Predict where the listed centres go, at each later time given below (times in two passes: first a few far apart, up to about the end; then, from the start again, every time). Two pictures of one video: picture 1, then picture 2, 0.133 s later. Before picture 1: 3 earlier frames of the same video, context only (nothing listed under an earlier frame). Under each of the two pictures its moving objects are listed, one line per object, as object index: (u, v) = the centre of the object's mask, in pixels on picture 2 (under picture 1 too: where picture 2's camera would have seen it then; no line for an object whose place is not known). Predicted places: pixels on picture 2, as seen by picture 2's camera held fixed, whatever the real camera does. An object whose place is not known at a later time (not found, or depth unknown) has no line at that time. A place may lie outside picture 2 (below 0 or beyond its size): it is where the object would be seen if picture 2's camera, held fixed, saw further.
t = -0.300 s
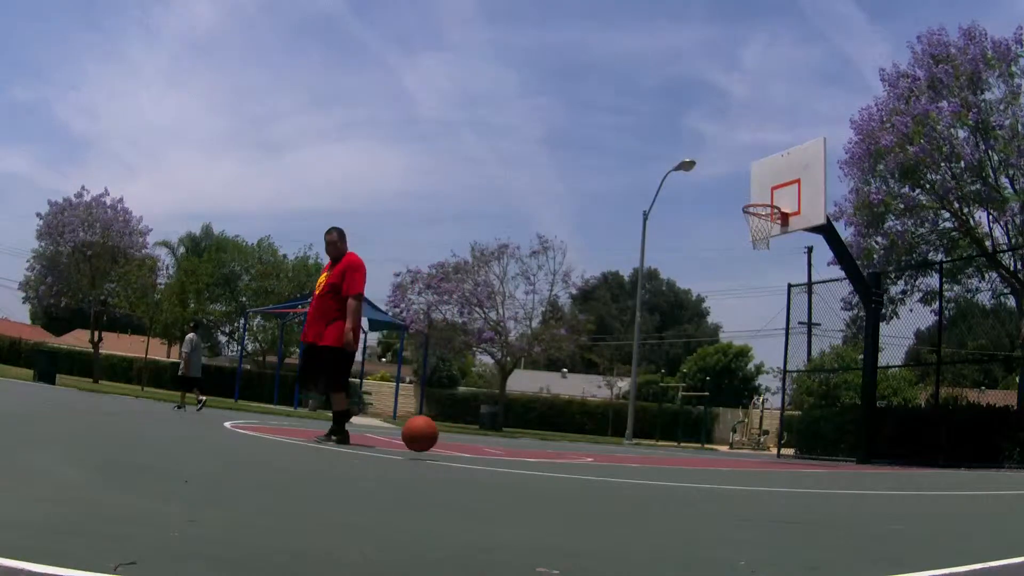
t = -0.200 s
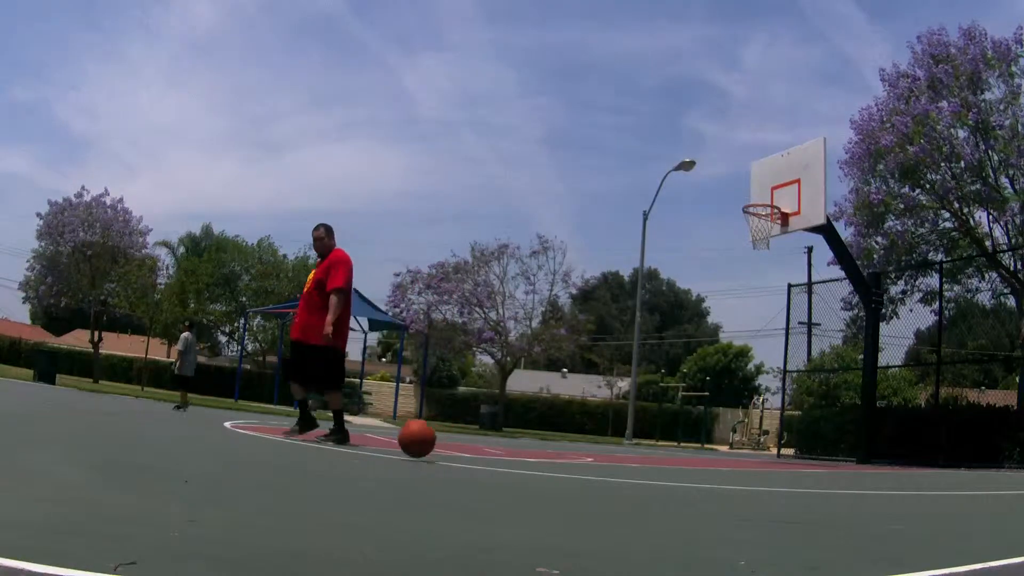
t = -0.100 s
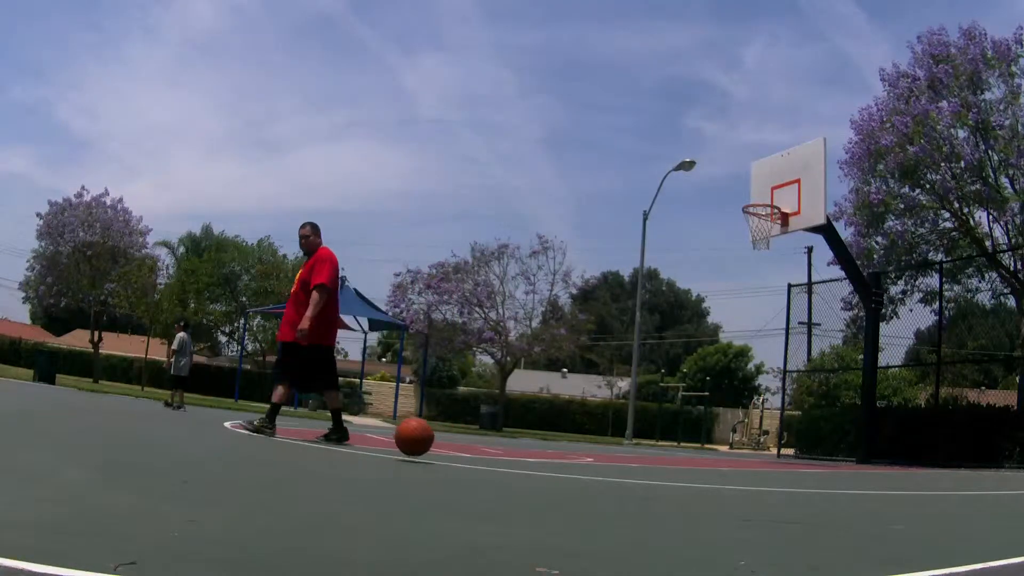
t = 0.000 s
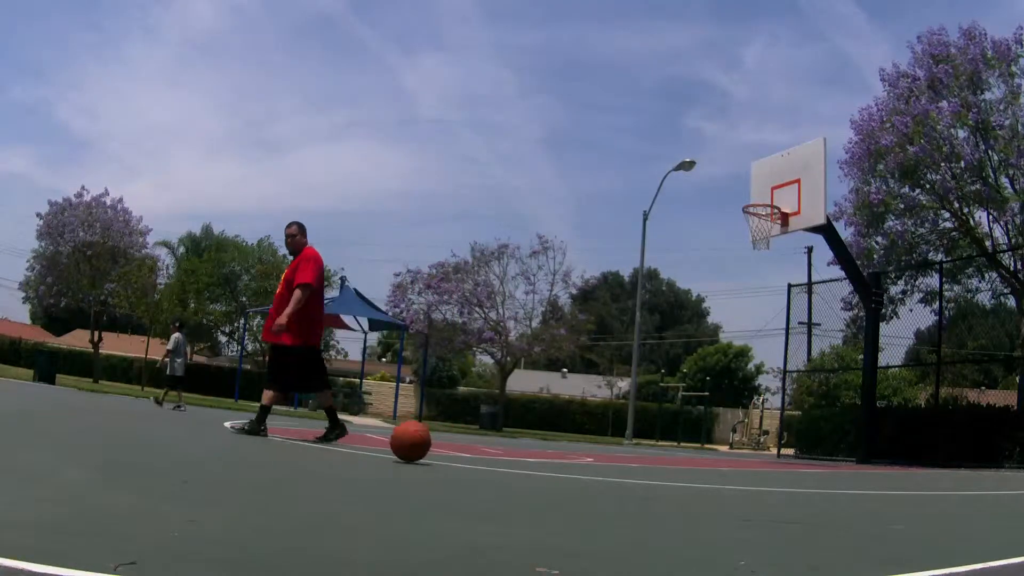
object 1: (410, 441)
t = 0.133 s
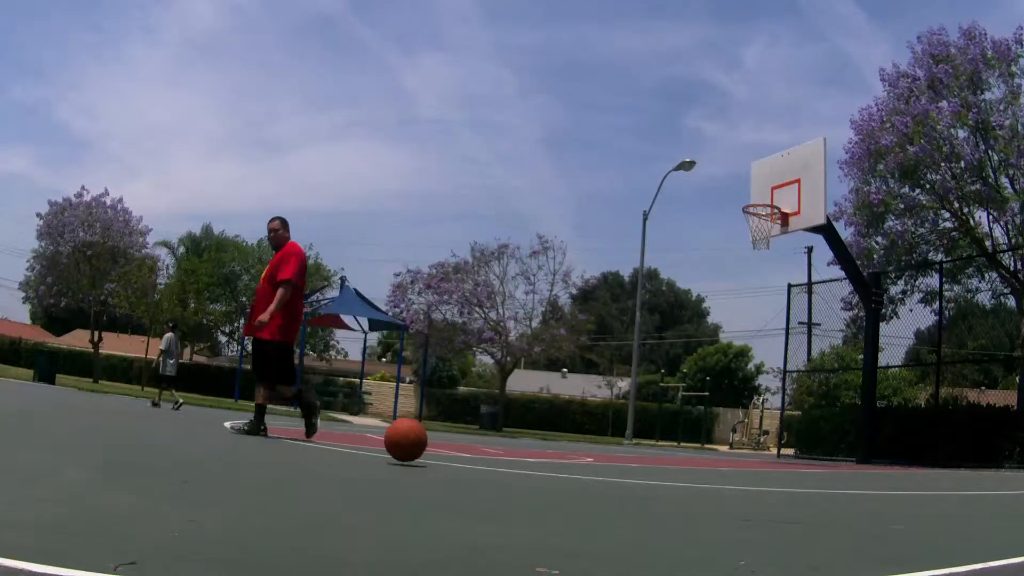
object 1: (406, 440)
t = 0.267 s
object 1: (399, 441)
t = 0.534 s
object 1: (383, 445)
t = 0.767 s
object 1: (364, 448)
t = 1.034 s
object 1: (334, 450)
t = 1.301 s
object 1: (293, 453)
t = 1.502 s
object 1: (252, 457)
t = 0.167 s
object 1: (404, 443)
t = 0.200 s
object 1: (403, 442)
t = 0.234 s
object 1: (401, 440)
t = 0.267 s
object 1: (399, 441)
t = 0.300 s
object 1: (398, 444)
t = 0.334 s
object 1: (396, 444)
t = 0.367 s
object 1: (394, 442)
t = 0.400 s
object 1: (392, 443)
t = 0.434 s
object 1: (390, 445)
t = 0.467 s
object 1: (388, 444)
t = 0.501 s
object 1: (386, 445)
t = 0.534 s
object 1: (383, 445)
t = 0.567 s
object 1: (381, 445)
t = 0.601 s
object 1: (379, 446)
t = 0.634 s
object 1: (376, 446)
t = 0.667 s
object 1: (373, 447)
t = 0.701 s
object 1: (370, 447)
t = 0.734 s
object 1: (367, 447)
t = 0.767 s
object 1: (364, 448)
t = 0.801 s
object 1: (361, 447)
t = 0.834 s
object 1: (357, 449)
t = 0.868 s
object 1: (354, 448)
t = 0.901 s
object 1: (350, 449)
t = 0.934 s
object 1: (346, 449)
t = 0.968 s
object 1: (342, 449)
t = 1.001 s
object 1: (338, 450)
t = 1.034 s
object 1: (334, 450)
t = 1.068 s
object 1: (330, 450)
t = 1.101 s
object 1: (325, 451)
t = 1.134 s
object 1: (321, 451)
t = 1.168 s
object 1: (316, 452)
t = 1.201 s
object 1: (311, 452)
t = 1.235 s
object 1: (305, 452)
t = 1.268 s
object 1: (299, 453)
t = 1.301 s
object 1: (293, 453)
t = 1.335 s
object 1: (287, 454)
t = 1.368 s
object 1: (281, 455)
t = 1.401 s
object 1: (274, 456)
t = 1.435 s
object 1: (267, 456)
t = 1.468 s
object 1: (260, 456)
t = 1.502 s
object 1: (252, 457)
